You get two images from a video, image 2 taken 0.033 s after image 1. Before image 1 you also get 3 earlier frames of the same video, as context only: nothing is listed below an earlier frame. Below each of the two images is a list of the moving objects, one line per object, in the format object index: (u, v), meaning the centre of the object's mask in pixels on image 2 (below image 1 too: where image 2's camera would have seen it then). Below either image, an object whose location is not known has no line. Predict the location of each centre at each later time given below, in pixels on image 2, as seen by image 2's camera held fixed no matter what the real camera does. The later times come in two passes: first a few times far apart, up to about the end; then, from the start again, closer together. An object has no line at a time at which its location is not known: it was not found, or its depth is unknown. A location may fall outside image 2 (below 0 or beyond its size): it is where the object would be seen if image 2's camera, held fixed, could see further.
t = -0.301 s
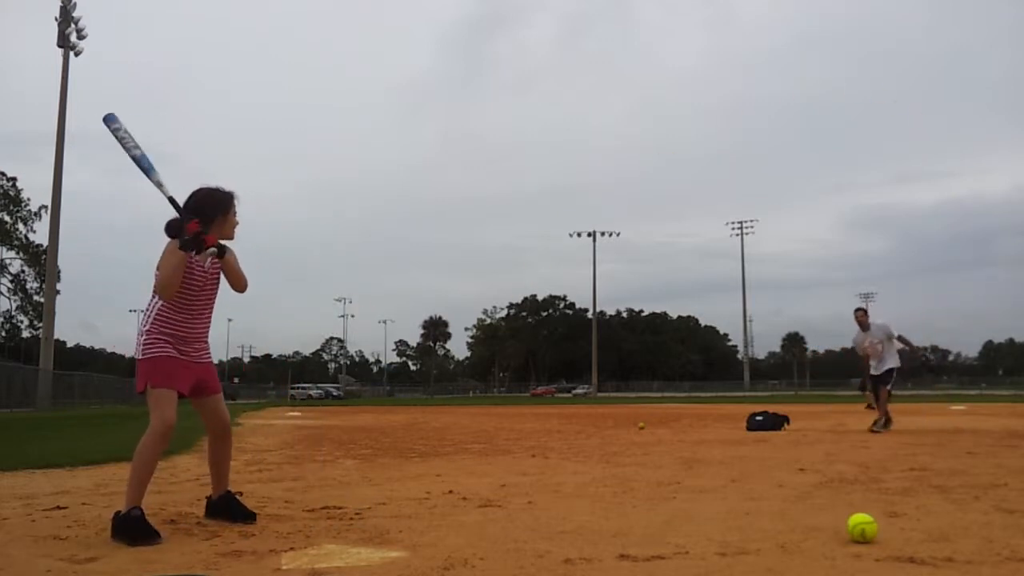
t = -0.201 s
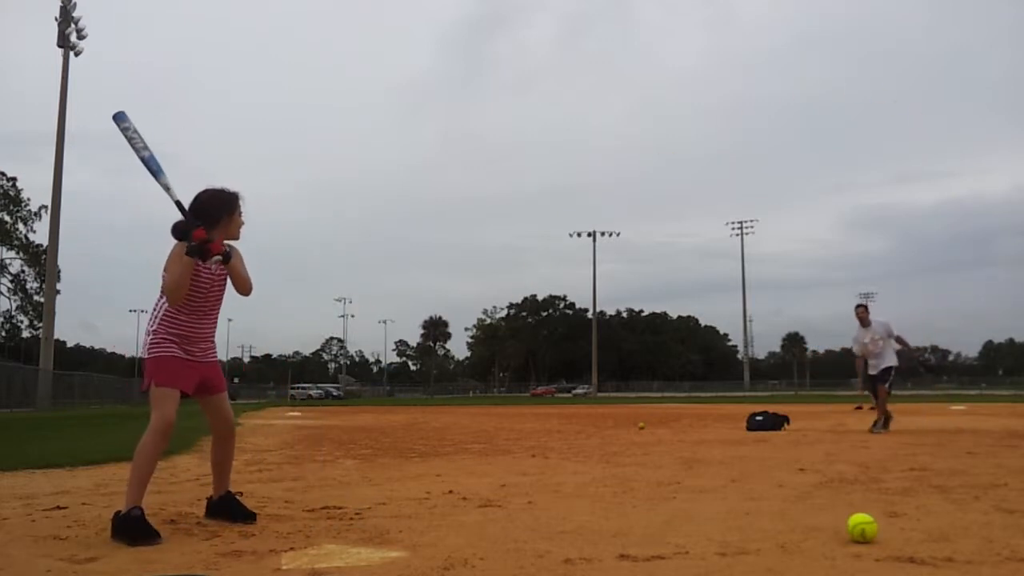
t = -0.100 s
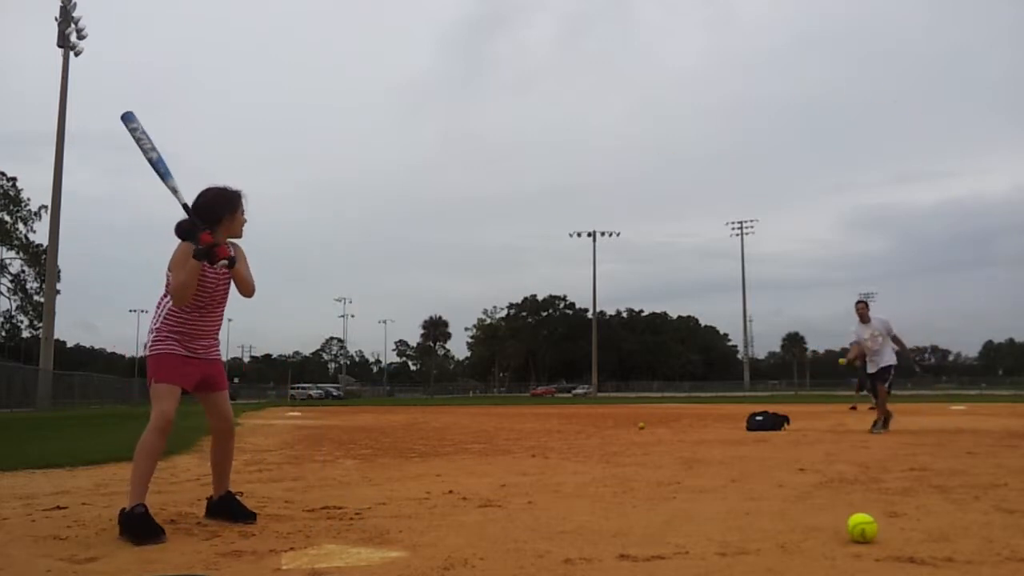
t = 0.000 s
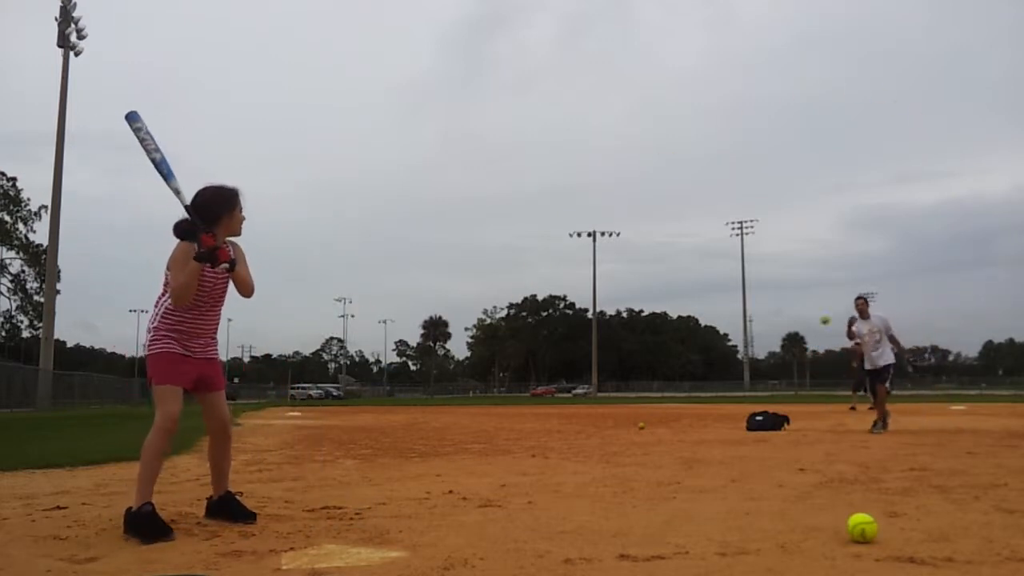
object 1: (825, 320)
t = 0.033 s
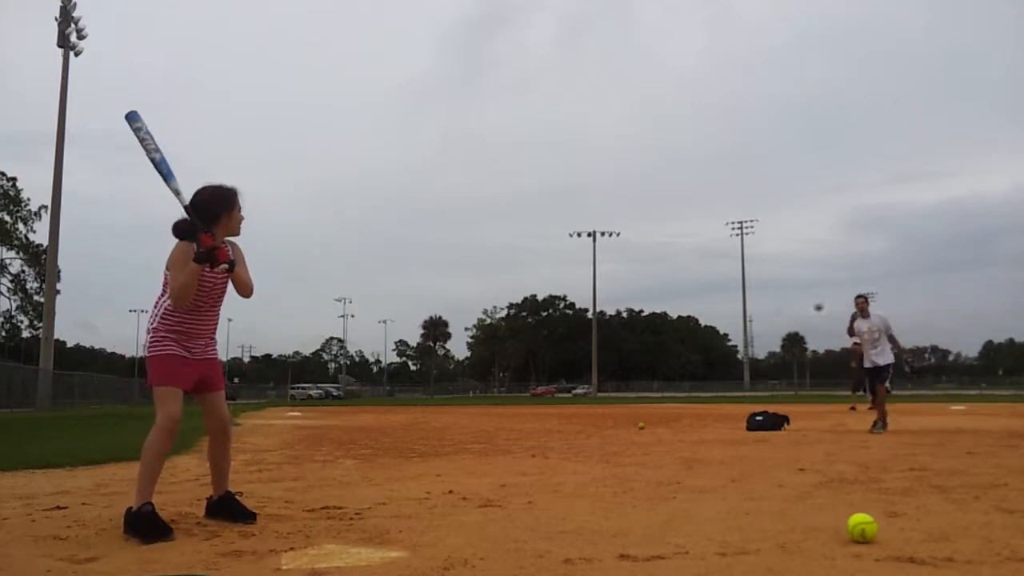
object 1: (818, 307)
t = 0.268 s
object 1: (767, 226)
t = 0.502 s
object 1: (698, 176)
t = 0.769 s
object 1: (572, 190)
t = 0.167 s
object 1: (791, 258)
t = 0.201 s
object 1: (784, 247)
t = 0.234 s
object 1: (776, 236)
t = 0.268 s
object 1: (767, 226)
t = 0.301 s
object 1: (759, 217)
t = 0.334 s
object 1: (750, 209)
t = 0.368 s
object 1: (741, 200)
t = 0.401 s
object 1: (731, 193)
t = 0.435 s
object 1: (720, 186)
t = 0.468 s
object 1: (710, 181)
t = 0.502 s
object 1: (698, 176)
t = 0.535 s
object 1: (686, 173)
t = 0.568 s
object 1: (673, 170)
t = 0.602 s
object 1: (659, 169)
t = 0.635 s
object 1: (644, 169)
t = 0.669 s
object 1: (628, 171)
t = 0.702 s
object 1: (611, 175)
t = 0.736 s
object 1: (592, 182)
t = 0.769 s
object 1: (572, 190)
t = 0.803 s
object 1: (549, 201)
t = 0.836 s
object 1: (524, 217)
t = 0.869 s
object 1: (497, 235)
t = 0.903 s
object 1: (466, 259)
